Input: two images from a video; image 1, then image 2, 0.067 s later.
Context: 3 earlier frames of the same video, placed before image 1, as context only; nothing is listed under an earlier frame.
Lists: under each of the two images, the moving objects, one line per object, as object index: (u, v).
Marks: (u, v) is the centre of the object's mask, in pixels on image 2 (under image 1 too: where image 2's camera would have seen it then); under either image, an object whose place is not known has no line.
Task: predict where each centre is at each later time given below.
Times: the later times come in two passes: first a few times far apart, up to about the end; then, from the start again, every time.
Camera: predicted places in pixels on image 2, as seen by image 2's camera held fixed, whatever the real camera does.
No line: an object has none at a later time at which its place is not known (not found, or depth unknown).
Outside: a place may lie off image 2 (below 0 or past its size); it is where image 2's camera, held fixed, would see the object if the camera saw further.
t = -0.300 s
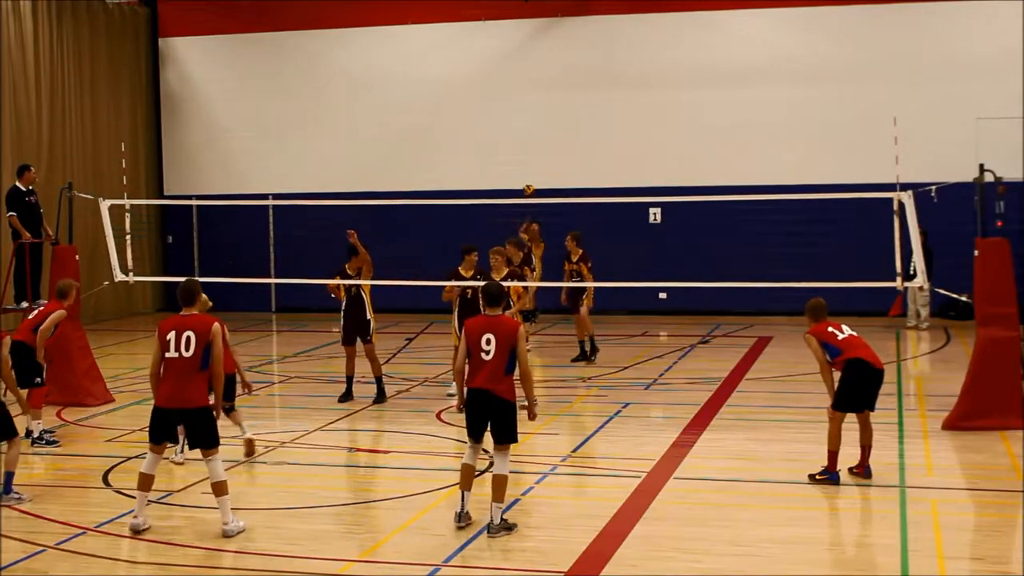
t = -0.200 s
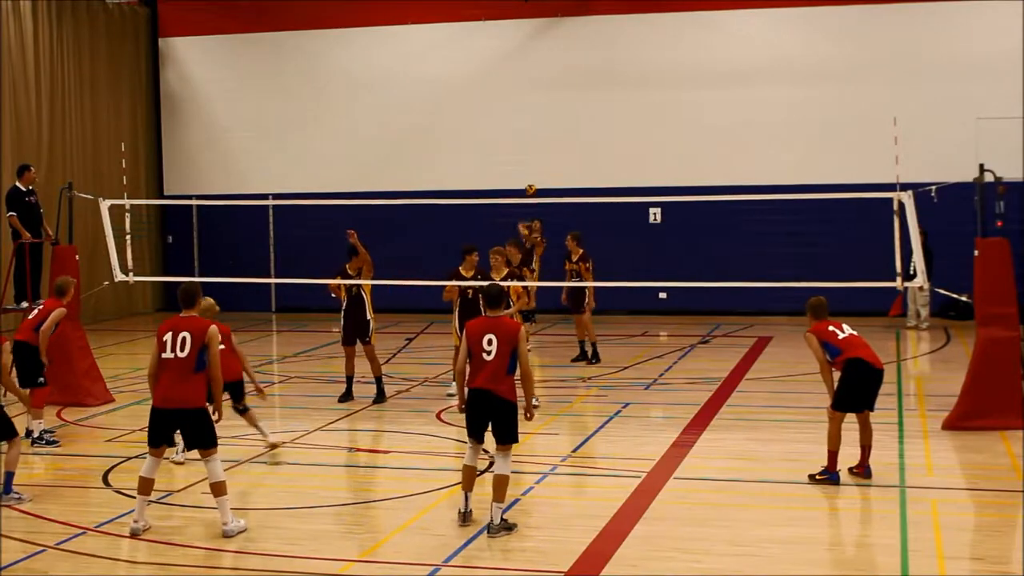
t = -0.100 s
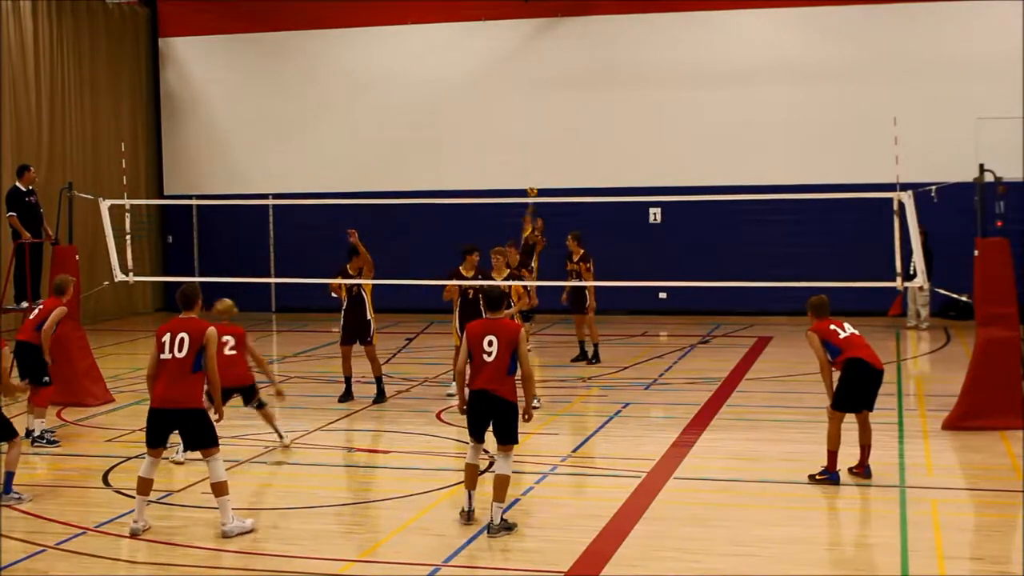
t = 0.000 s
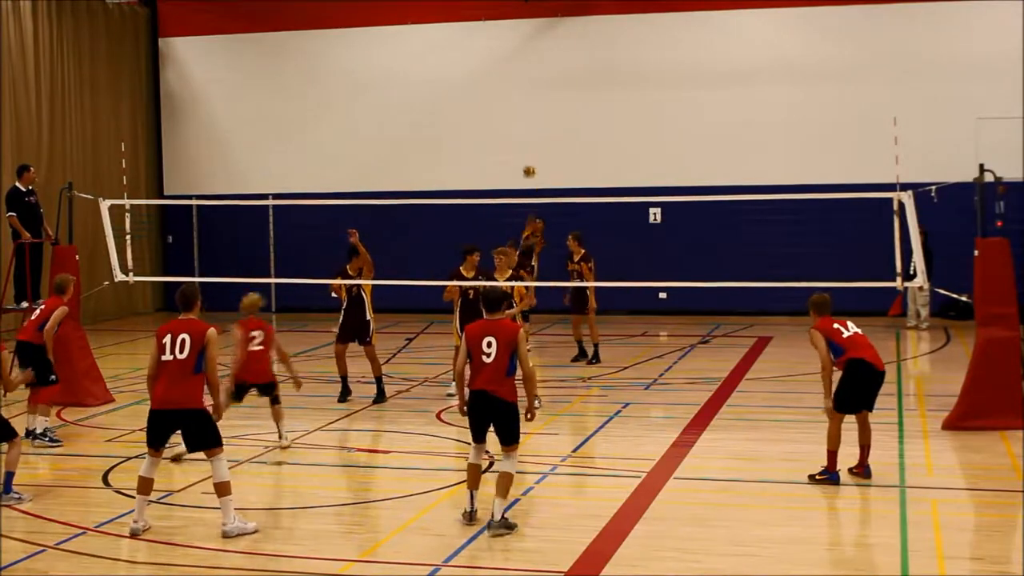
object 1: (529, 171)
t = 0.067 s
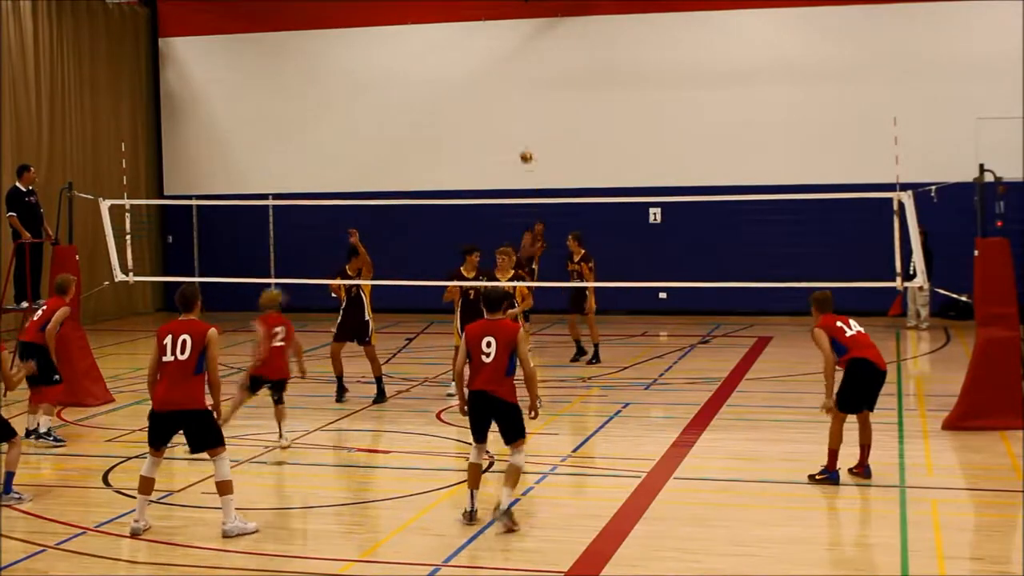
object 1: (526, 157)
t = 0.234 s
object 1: (515, 129)
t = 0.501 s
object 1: (486, 119)
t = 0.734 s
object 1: (445, 166)
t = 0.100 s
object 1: (524, 149)
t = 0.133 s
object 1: (522, 144)
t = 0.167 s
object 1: (520, 138)
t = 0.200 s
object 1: (518, 133)
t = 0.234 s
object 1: (515, 129)
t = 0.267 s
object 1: (512, 125)
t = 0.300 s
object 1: (509, 122)
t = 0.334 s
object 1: (506, 119)
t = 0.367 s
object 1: (502, 117)
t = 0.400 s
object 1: (499, 117)
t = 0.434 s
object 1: (495, 117)
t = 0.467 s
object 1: (490, 117)
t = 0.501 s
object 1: (486, 119)
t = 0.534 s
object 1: (480, 122)
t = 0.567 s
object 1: (474, 125)
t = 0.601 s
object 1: (469, 131)
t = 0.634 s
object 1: (463, 137)
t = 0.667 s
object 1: (457, 145)
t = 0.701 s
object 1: (452, 154)
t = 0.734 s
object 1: (445, 166)
